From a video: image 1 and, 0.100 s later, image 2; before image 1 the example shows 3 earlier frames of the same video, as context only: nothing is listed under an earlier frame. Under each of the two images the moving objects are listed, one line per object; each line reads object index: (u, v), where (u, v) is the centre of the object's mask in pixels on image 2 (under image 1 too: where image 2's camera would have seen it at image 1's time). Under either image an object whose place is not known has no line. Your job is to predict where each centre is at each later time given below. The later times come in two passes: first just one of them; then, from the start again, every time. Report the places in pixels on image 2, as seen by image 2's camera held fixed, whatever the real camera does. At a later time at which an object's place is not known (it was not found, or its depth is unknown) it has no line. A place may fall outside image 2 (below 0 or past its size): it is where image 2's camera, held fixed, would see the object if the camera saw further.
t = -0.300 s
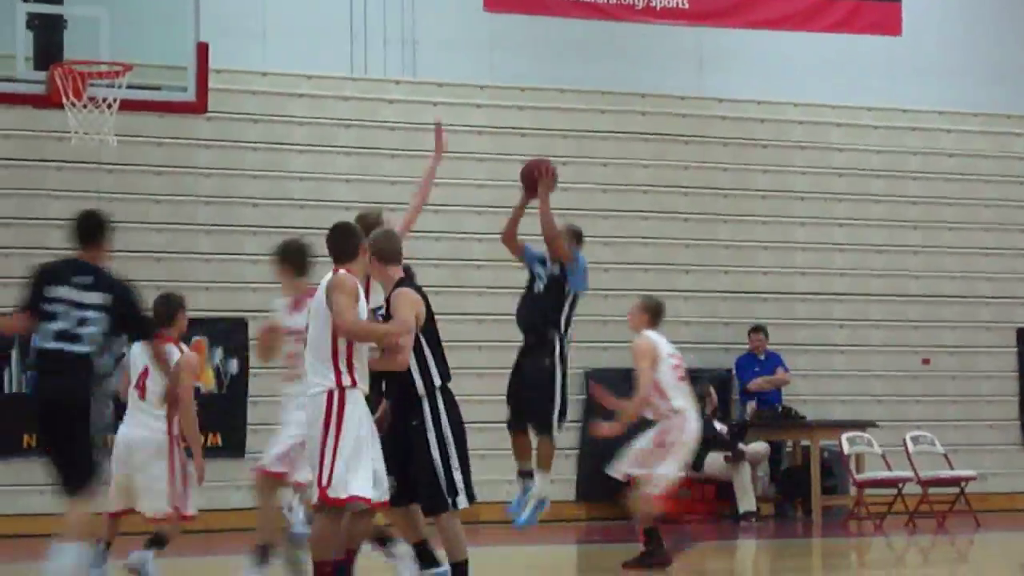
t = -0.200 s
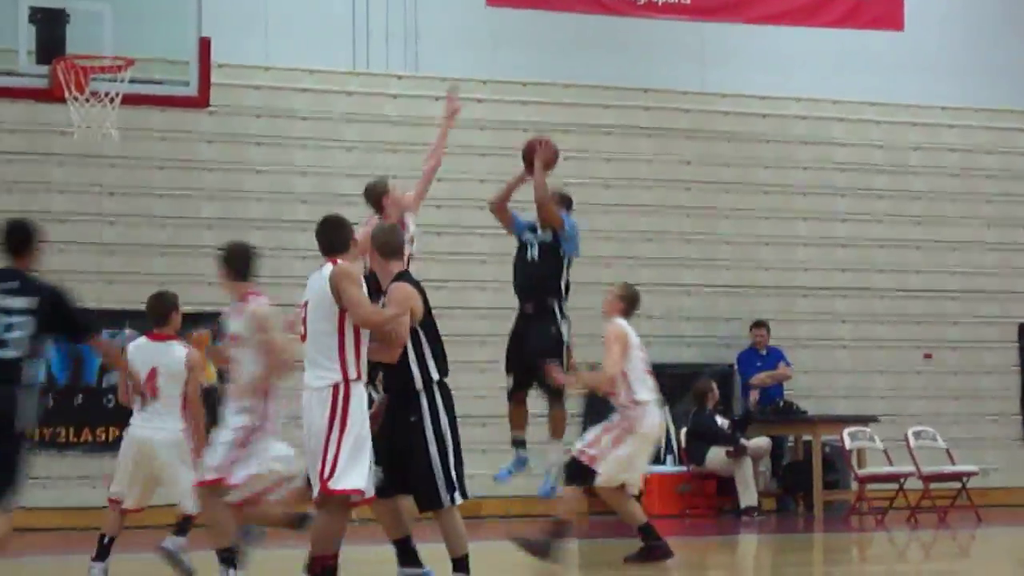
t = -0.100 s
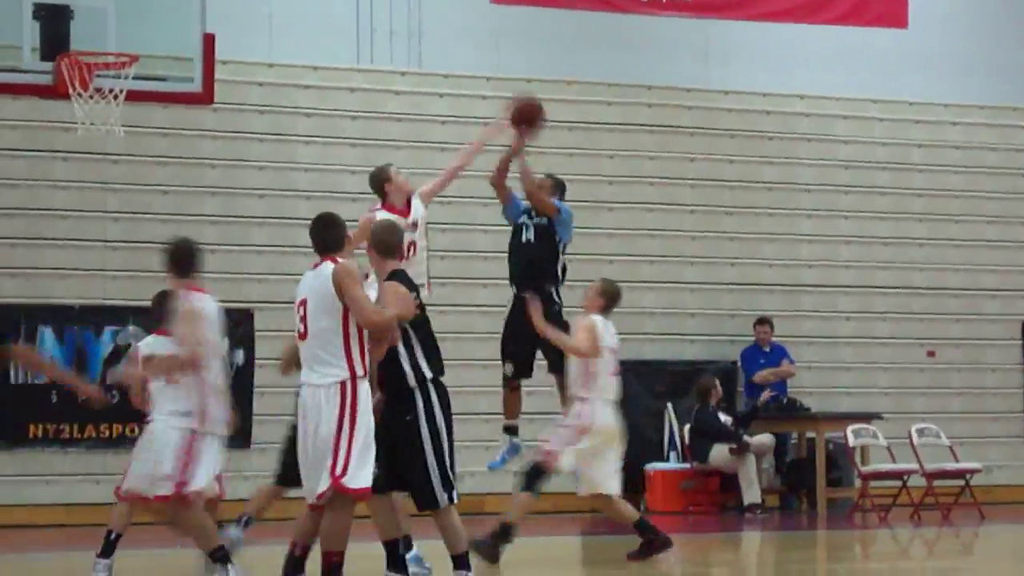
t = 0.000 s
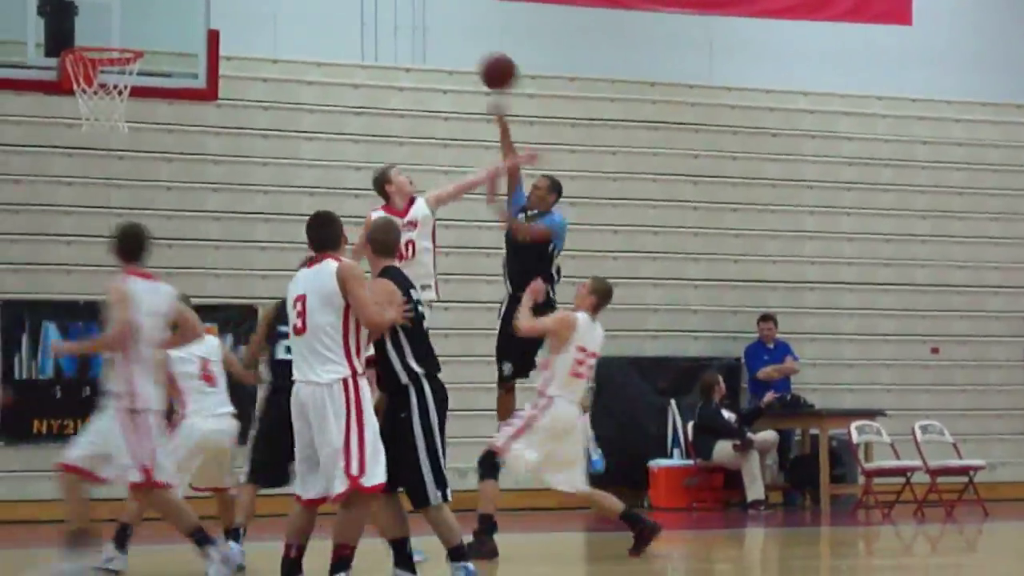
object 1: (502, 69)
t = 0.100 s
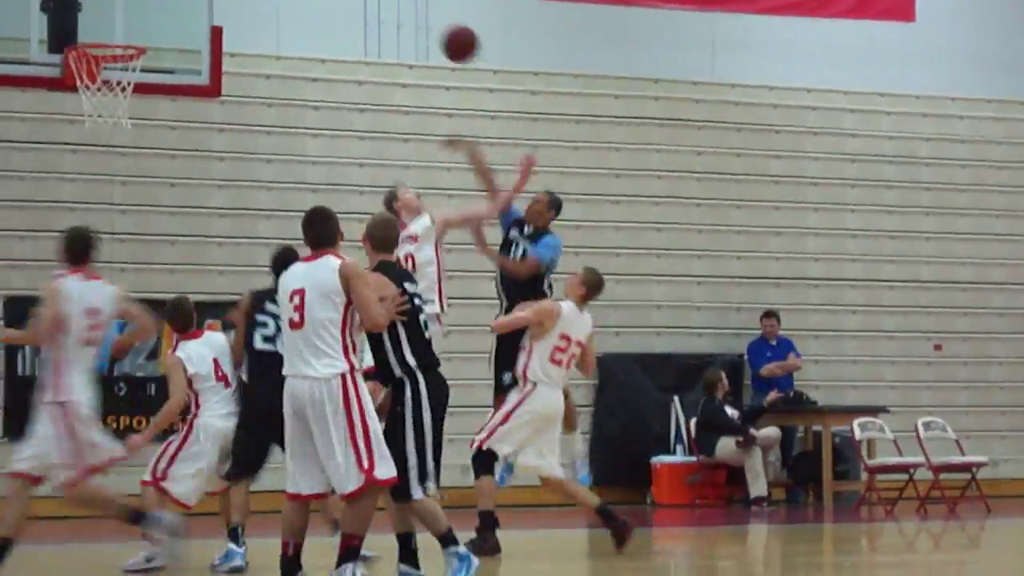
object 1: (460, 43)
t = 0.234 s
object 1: (402, 37)
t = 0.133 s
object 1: (444, 39)
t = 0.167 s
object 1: (430, 37)
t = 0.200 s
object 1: (416, 36)
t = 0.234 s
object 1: (402, 37)
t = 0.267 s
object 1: (387, 39)
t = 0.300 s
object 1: (372, 43)
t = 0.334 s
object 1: (357, 49)
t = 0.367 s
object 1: (343, 57)
